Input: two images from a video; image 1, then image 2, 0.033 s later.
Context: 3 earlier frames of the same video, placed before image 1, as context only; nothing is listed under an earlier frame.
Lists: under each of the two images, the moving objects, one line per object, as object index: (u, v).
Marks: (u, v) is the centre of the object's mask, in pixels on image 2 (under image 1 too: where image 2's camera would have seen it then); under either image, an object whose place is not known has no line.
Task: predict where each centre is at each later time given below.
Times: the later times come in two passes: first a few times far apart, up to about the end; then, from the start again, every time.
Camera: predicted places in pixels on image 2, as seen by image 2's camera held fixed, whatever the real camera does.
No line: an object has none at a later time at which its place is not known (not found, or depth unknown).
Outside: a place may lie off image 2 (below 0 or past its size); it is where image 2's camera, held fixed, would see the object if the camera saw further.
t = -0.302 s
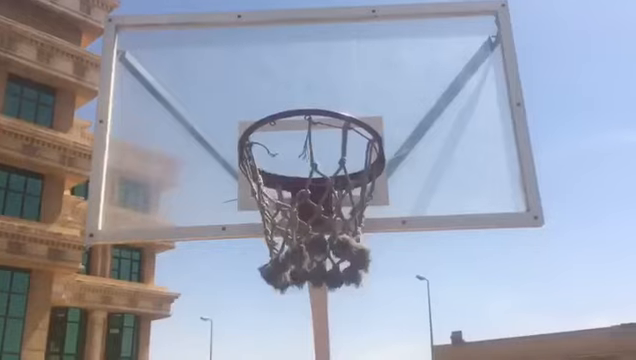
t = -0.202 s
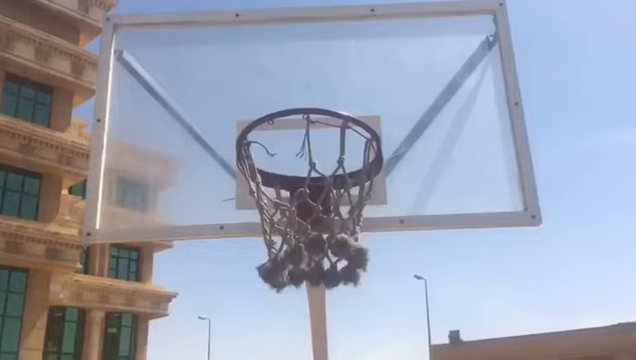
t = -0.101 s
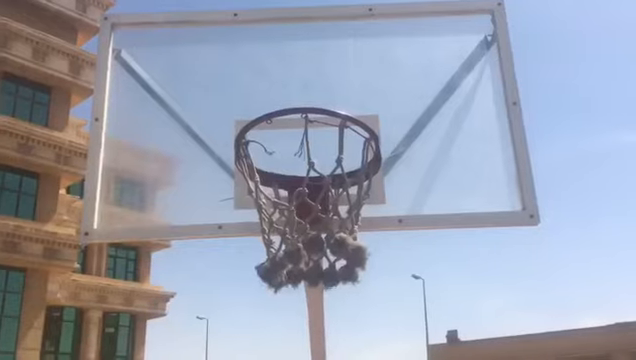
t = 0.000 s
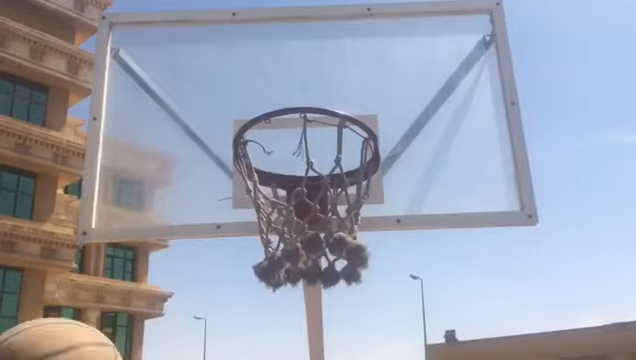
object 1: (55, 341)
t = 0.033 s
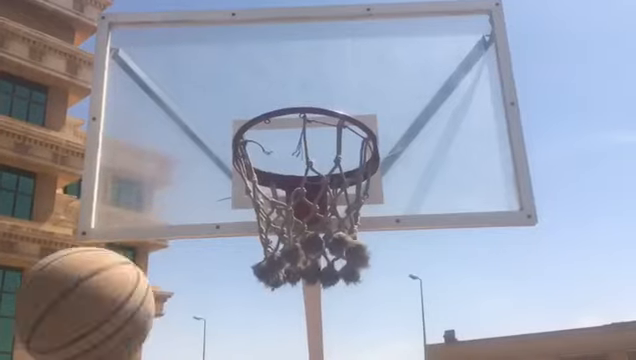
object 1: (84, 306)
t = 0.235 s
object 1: (223, 89)
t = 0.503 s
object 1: (319, 81)
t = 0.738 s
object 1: (331, 116)
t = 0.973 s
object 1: (297, 147)
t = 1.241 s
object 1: (283, 138)
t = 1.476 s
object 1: (282, 170)
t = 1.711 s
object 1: (299, 328)
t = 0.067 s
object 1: (114, 248)
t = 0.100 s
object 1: (142, 199)
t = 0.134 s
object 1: (166, 161)
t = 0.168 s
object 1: (187, 130)
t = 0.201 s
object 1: (205, 107)
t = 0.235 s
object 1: (223, 89)
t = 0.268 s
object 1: (238, 76)
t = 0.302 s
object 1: (252, 68)
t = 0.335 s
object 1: (265, 64)
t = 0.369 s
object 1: (277, 62)
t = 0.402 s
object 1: (288, 64)
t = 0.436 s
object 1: (299, 69)
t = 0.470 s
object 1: (309, 75)
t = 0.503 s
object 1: (319, 81)
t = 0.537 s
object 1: (328, 96)
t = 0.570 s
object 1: (336, 112)
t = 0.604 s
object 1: (346, 129)
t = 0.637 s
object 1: (348, 135)
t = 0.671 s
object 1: (343, 127)
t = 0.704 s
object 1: (336, 120)
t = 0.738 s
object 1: (331, 116)
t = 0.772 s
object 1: (325, 115)
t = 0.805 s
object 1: (320, 116)
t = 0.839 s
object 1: (315, 120)
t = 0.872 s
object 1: (310, 126)
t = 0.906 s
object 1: (305, 138)
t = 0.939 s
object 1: (301, 145)
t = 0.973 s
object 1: (297, 147)
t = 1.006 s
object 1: (296, 143)
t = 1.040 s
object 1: (294, 139)
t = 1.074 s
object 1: (292, 135)
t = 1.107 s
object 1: (290, 134)
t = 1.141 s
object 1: (288, 136)
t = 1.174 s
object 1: (286, 141)
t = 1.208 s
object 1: (284, 142)
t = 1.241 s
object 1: (283, 138)
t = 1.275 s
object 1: (283, 134)
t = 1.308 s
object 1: (282, 134)
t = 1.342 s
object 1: (282, 137)
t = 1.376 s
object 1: (282, 143)
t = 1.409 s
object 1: (281, 150)
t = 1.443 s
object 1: (281, 159)
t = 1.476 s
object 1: (282, 170)
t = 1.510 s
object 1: (284, 178)
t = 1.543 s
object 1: (278, 210)
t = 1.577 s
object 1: (278, 223)
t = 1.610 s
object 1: (290, 264)
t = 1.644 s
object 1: (289, 275)
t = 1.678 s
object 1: (294, 298)
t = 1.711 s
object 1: (299, 328)
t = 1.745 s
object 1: (304, 347)
